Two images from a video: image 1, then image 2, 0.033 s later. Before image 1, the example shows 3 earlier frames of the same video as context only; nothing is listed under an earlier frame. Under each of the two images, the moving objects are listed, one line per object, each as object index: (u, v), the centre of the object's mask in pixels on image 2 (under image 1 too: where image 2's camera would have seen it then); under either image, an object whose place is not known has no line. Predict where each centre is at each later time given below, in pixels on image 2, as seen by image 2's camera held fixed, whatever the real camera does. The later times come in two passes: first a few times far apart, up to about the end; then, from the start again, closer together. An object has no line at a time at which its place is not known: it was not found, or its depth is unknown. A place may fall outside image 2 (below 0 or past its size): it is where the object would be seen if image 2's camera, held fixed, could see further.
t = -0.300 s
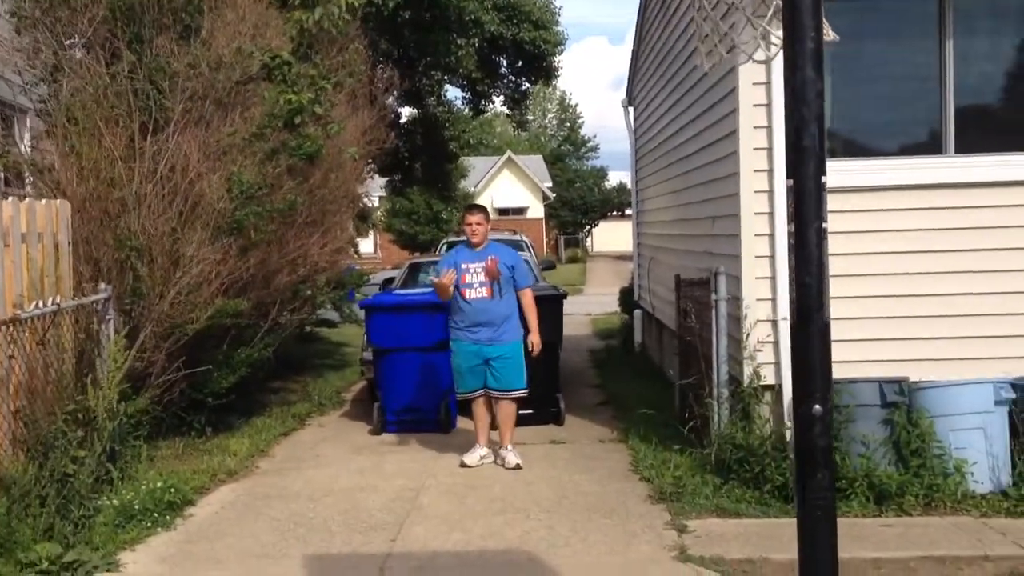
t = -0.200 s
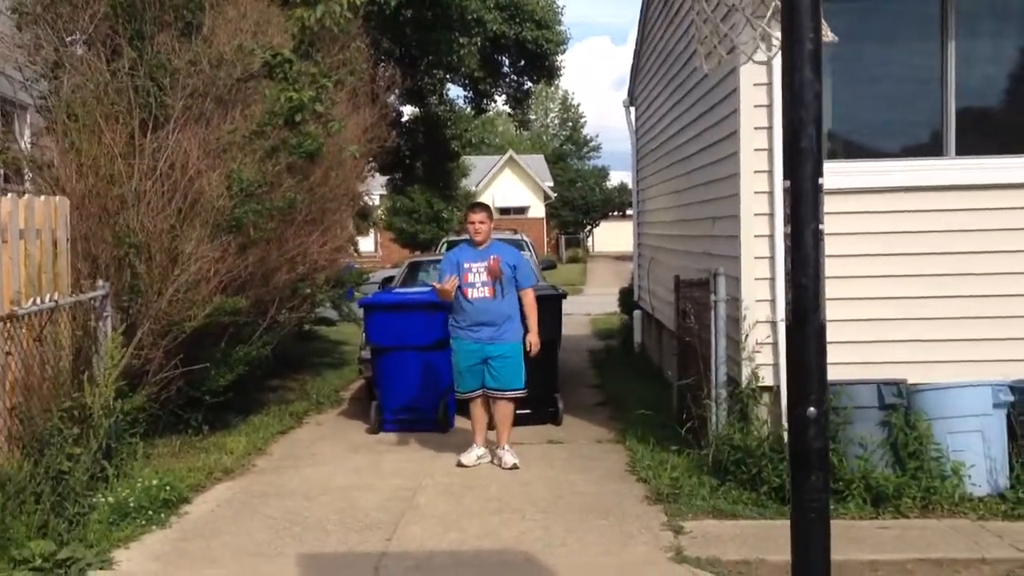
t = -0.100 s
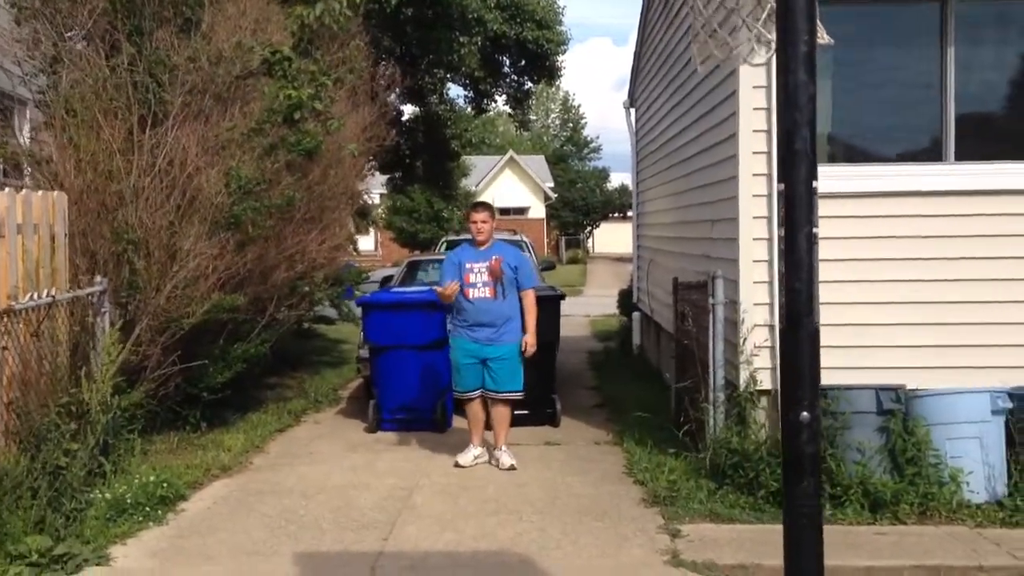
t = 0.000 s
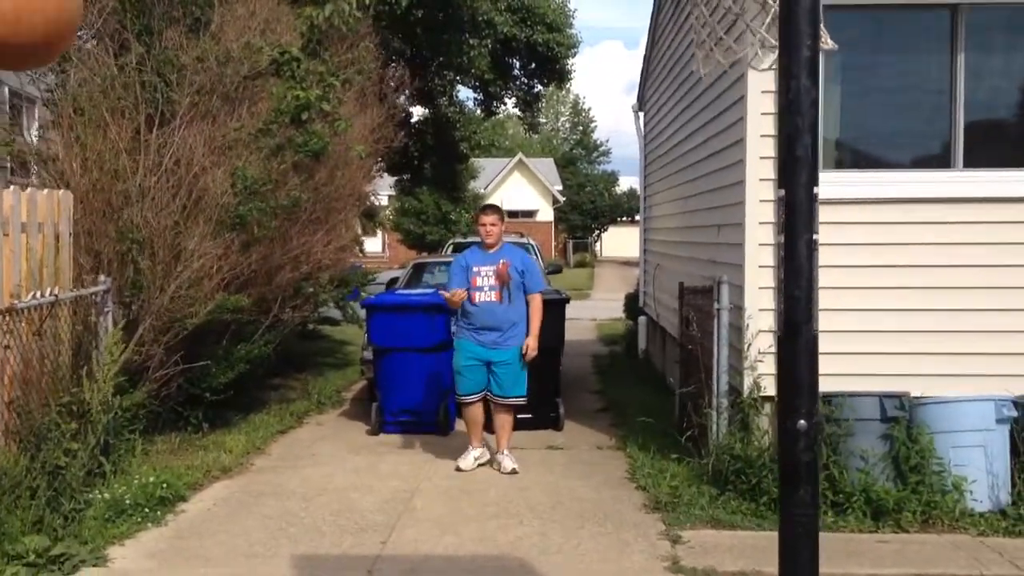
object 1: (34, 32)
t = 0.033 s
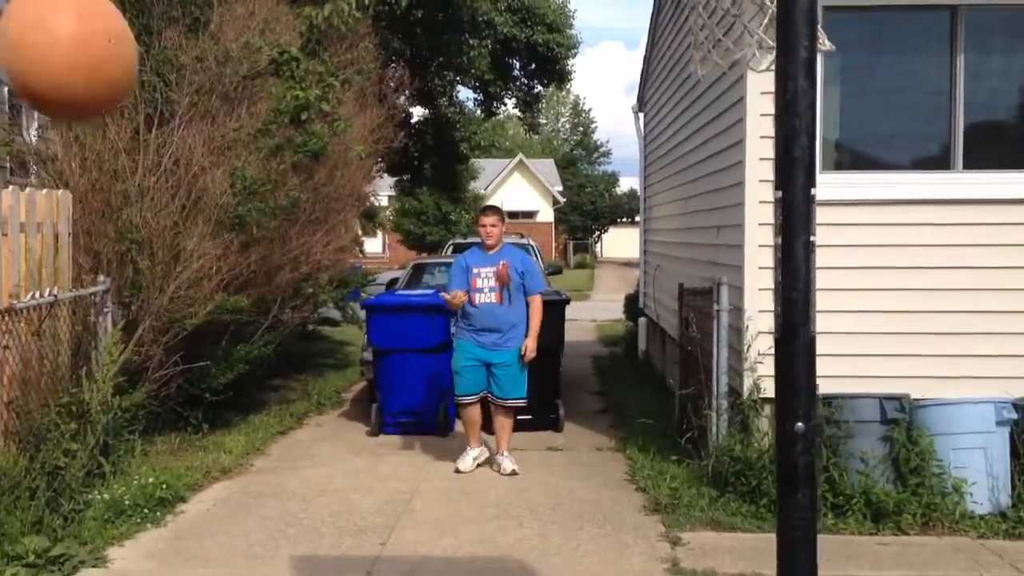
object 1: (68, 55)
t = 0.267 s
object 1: (294, 374)
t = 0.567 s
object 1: (384, 435)
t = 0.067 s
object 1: (119, 105)
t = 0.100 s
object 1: (164, 159)
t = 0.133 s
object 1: (200, 205)
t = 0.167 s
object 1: (231, 253)
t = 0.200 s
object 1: (255, 295)
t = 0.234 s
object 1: (276, 336)
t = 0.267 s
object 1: (294, 374)
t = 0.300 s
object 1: (314, 412)
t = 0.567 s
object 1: (384, 435)
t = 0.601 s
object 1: (386, 404)
